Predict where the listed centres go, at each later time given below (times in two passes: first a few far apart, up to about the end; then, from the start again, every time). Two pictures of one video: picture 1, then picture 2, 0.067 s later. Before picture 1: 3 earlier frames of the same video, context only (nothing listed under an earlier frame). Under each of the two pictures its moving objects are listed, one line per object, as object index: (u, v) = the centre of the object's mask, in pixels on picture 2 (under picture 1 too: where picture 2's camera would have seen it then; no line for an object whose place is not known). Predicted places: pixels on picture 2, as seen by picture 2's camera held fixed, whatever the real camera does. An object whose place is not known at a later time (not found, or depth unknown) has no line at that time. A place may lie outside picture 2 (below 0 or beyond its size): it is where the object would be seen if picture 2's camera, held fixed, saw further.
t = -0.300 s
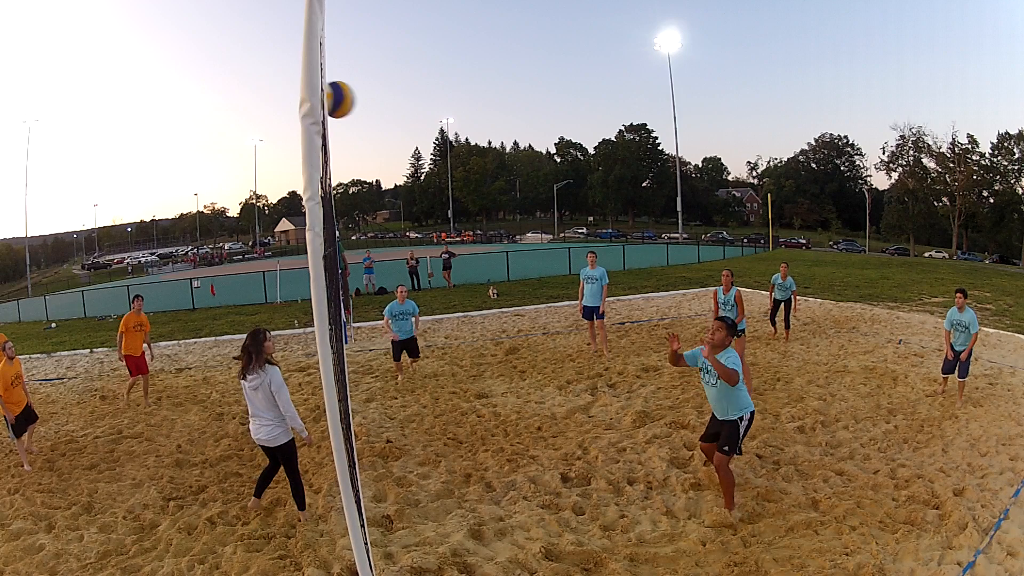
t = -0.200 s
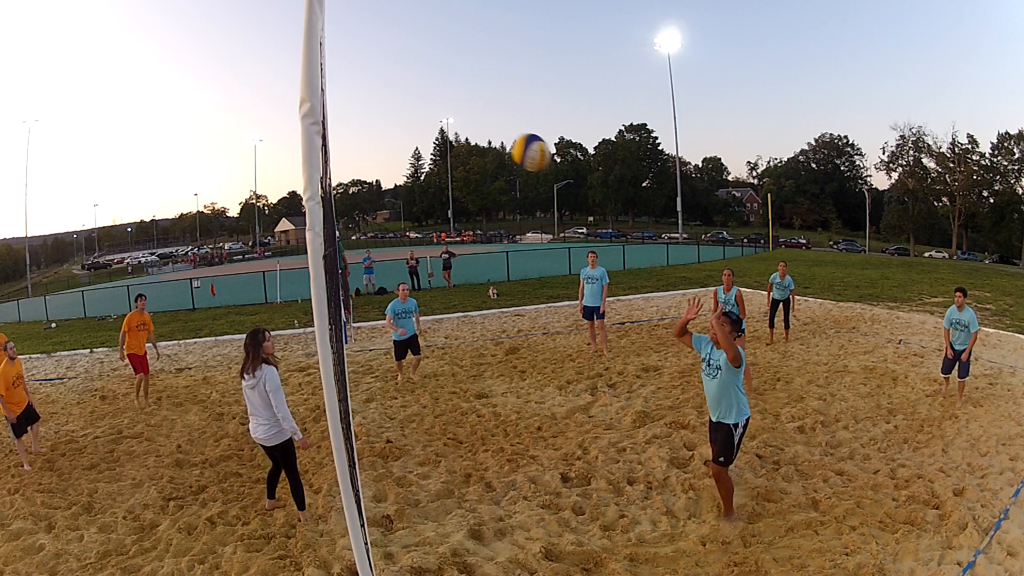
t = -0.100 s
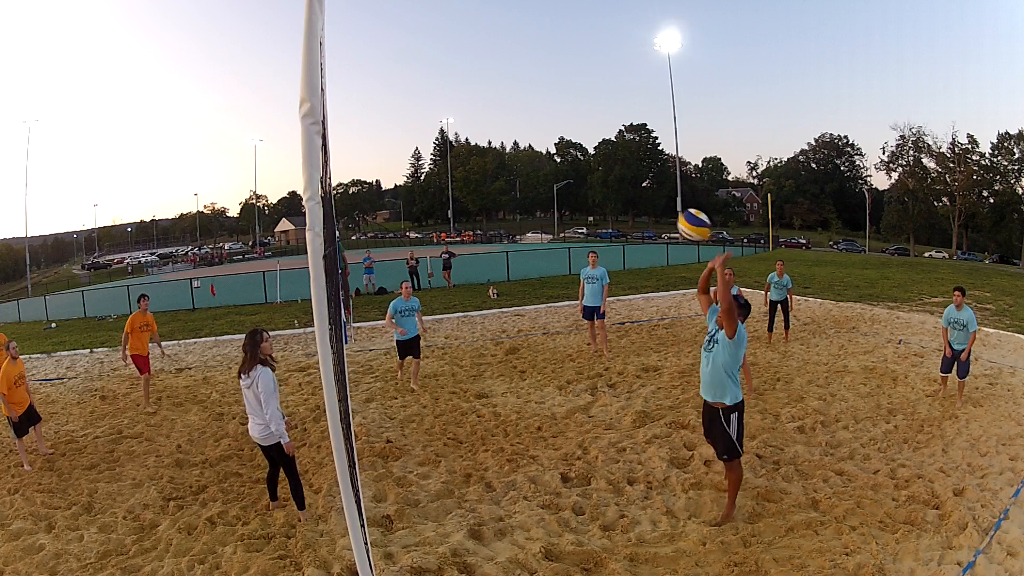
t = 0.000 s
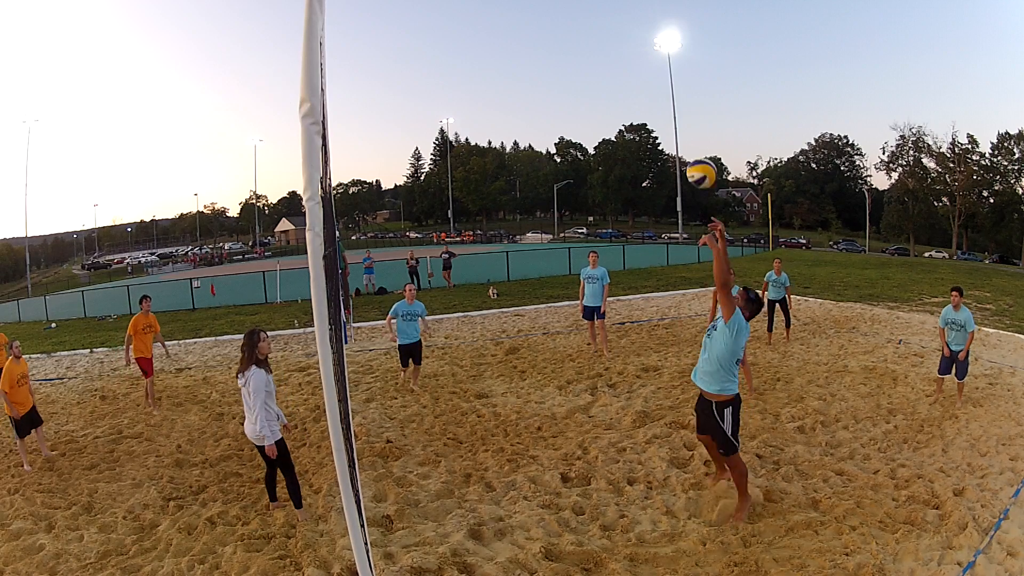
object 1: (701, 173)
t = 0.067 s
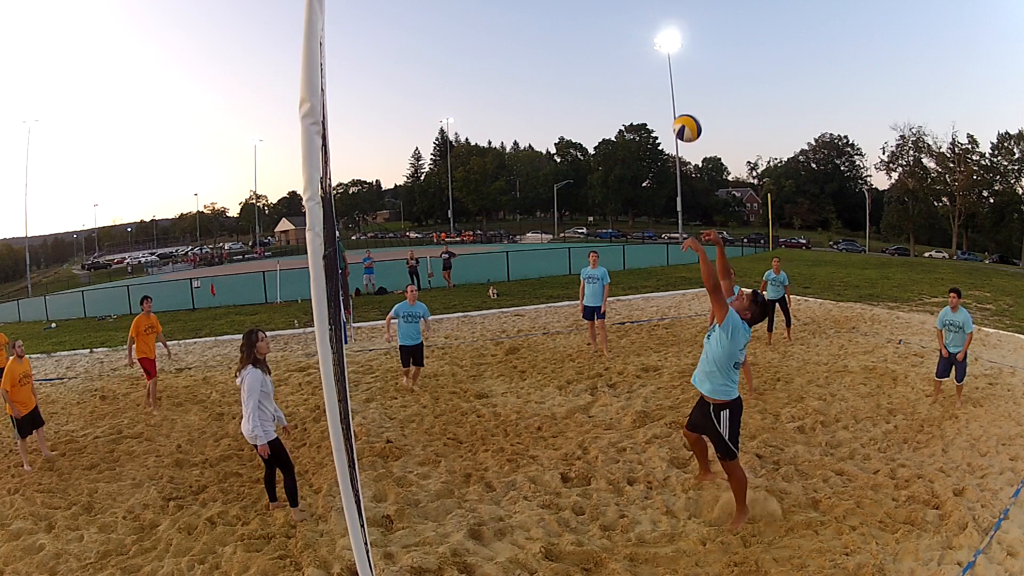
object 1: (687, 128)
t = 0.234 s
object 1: (653, 54)
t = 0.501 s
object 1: (616, 20)
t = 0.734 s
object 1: (594, 52)
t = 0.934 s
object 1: (583, 120)
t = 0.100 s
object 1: (680, 109)
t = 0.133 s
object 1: (674, 92)
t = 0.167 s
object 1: (666, 77)
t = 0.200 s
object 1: (660, 65)
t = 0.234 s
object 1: (653, 54)
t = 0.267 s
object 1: (648, 45)
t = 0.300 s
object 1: (643, 37)
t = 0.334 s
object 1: (637, 31)
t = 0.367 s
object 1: (633, 26)
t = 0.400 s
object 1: (628, 23)
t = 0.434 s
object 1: (624, 21)
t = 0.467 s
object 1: (620, 20)
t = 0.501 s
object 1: (616, 20)
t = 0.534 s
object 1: (612, 21)
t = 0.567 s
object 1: (609, 24)
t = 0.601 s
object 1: (605, 27)
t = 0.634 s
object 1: (602, 32)
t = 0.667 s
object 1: (600, 38)
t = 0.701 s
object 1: (597, 44)
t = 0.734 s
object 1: (594, 52)
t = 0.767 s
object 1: (592, 61)
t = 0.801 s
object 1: (590, 71)
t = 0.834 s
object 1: (588, 82)
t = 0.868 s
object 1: (586, 93)
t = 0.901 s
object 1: (584, 106)
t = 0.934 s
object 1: (583, 120)
